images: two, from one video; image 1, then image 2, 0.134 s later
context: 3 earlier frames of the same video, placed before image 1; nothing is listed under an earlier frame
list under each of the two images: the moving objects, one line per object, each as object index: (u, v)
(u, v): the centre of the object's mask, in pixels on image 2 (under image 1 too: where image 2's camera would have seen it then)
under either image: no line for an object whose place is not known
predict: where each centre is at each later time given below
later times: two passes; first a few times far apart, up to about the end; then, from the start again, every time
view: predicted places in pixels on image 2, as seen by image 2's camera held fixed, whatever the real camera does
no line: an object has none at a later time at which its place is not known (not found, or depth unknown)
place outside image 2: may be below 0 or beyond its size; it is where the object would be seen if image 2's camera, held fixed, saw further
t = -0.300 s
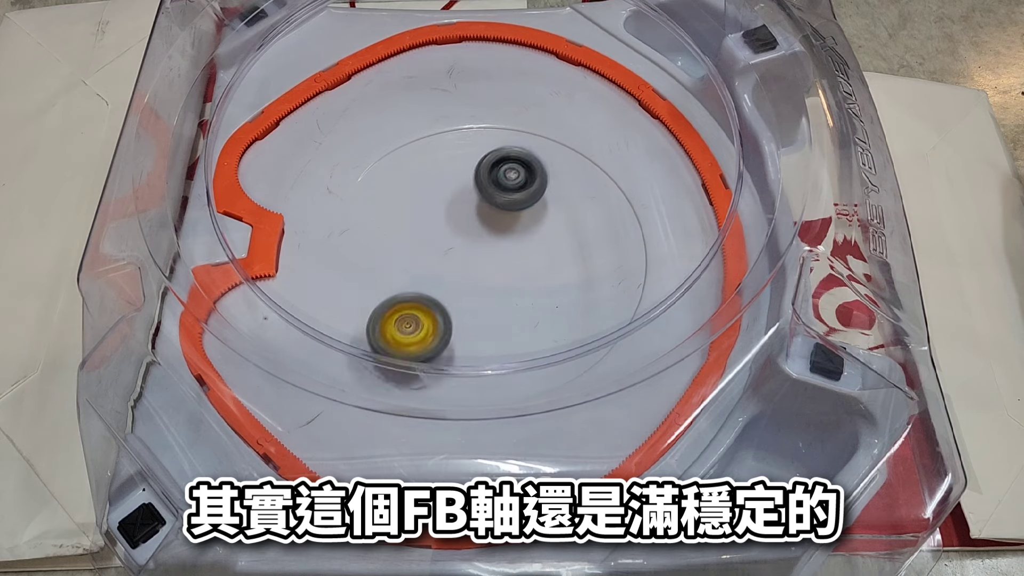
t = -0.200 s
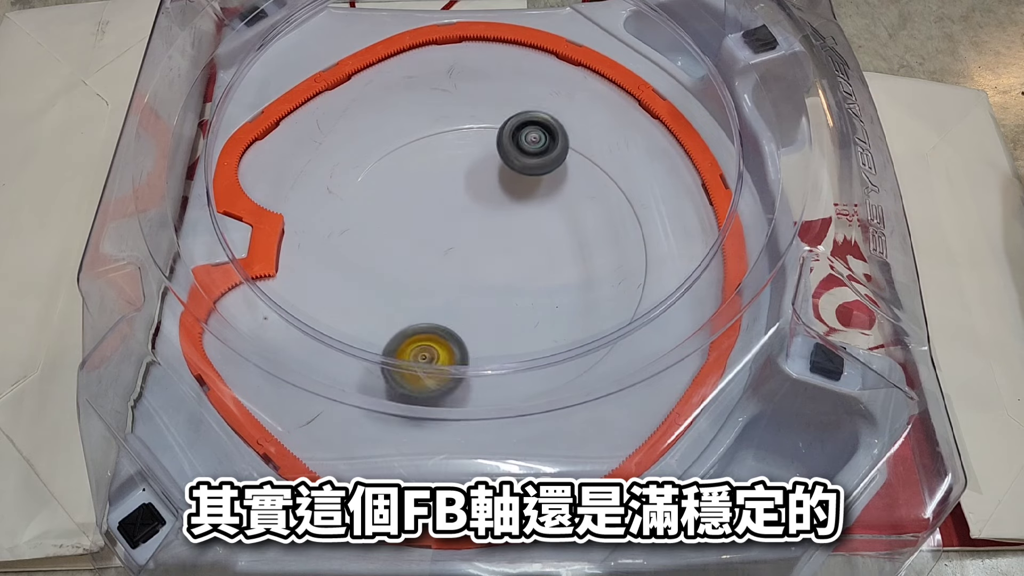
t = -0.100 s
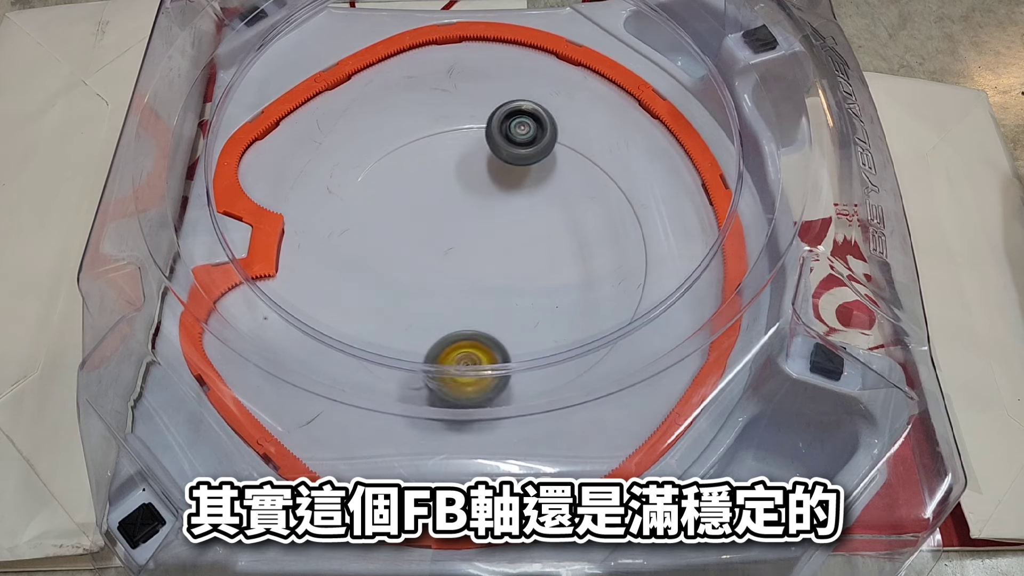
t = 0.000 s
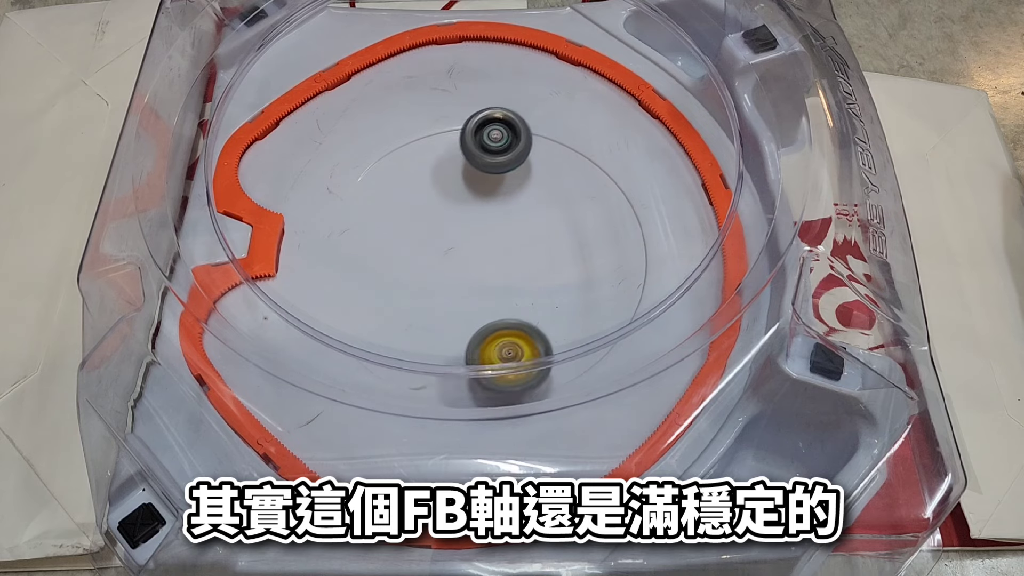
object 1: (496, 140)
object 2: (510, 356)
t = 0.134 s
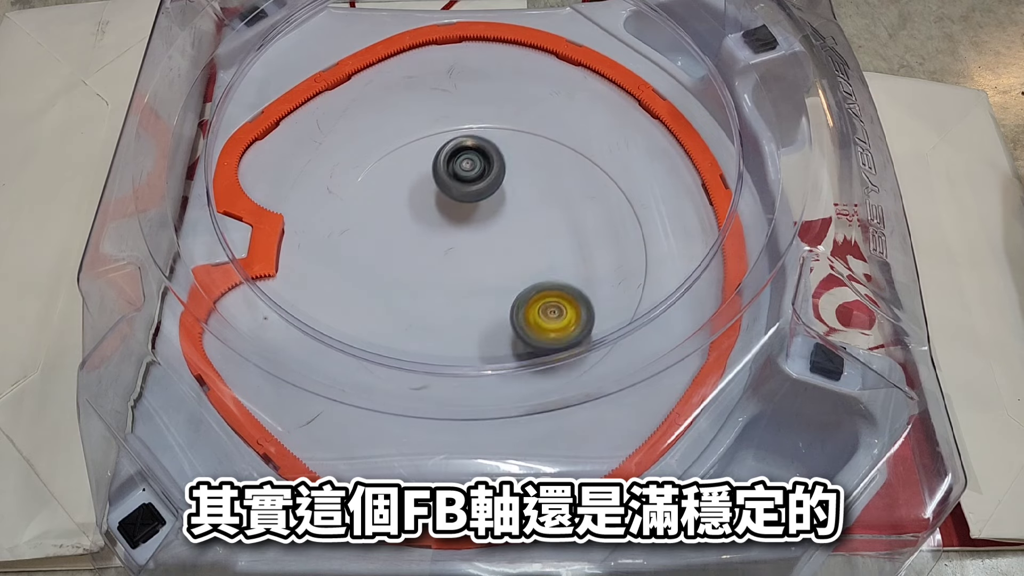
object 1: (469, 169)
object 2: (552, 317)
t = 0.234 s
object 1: (464, 196)
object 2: (558, 278)
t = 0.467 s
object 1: (230, 45)
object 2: (682, 316)
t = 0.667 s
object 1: (344, 245)
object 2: (515, 296)
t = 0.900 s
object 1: (422, 364)
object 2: (552, 202)
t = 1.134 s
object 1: (480, 342)
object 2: (480, 158)
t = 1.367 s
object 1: (504, 303)
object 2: (414, 179)
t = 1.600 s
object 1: (491, 250)
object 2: (415, 234)
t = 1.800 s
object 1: (525, 228)
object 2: (399, 251)
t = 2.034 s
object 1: (497, 200)
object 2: (440, 272)
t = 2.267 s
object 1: (488, 193)
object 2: (475, 278)
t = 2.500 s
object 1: (494, 144)
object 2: (501, 328)
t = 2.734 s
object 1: (468, 122)
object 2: (550, 351)
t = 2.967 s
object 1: (455, 181)
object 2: (578, 316)
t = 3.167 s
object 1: (484, 223)
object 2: (569, 280)
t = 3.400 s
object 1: (446, 211)
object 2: (556, 269)
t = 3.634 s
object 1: (432, 251)
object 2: (516, 254)
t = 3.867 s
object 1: (350, 262)
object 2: (517, 249)
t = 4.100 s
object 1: (331, 265)
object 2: (483, 239)
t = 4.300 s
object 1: (350, 259)
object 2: (452, 243)
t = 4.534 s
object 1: (359, 245)
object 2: (487, 243)
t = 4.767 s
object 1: (346, 245)
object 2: (554, 216)
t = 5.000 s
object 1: (342, 347)
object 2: (660, 148)
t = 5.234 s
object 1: (438, 352)
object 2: (568, 112)
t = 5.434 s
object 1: (524, 323)
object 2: (555, 131)
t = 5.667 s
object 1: (581, 273)
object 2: (508, 186)
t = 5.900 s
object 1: (588, 232)
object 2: (484, 256)
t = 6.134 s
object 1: (556, 218)
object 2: (494, 303)
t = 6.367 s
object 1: (513, 219)
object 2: (507, 328)
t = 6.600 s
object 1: (467, 226)
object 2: (499, 326)
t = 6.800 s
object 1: (437, 233)
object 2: (479, 306)
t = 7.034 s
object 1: (427, 225)
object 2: (451, 290)
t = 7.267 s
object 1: (431, 183)
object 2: (437, 282)
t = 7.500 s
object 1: (440, 187)
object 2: (428, 254)
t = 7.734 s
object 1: (482, 166)
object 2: (425, 263)
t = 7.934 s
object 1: (505, 184)
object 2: (444, 246)
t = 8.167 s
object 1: (535, 219)
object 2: (440, 234)
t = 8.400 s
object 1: (521, 253)
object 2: (445, 229)
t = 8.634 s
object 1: (500, 276)
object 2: (439, 230)
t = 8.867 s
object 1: (473, 286)
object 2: (437, 217)
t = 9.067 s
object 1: (459, 327)
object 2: (436, 157)
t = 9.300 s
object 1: (471, 308)
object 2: (416, 146)
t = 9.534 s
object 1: (489, 267)
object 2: (430, 179)
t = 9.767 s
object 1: (536, 290)
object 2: (466, 183)
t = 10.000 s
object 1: (559, 287)
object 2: (508, 208)
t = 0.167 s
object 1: (466, 177)
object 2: (557, 304)
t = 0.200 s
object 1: (464, 187)
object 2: (559, 291)
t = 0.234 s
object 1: (464, 196)
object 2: (558, 278)
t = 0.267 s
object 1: (467, 204)
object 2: (555, 265)
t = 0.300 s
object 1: (471, 212)
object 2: (550, 253)
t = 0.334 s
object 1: (458, 203)
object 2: (564, 255)
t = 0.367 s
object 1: (392, 156)
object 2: (634, 285)
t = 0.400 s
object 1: (335, 109)
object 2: (695, 307)
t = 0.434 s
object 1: (283, 68)
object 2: (720, 320)
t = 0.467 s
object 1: (230, 45)
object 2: (682, 316)
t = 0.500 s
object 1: (240, 85)
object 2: (646, 324)
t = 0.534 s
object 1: (255, 122)
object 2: (616, 326)
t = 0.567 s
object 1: (268, 159)
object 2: (587, 311)
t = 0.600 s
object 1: (282, 190)
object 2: (561, 314)
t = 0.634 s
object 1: (313, 218)
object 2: (536, 307)
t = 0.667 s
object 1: (344, 245)
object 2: (515, 296)
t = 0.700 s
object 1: (379, 273)
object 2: (497, 284)
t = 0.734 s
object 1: (406, 296)
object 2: (491, 272)
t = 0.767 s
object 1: (402, 320)
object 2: (516, 254)
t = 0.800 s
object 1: (405, 332)
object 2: (534, 238)
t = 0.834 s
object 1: (408, 347)
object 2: (546, 225)
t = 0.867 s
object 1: (413, 361)
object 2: (552, 213)
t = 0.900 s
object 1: (422, 364)
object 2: (552, 202)
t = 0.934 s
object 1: (432, 365)
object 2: (547, 192)
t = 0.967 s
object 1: (444, 365)
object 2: (539, 183)
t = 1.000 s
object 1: (454, 361)
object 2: (528, 175)
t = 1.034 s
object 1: (460, 361)
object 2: (517, 169)
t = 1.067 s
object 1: (468, 355)
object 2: (505, 163)
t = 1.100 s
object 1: (474, 353)
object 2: (492, 160)
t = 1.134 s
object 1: (480, 342)
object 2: (480, 158)
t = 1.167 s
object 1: (485, 339)
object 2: (468, 158)
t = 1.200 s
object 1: (490, 336)
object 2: (457, 158)
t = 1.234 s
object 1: (494, 332)
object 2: (446, 160)
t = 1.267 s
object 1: (498, 327)
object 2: (436, 163)
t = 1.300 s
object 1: (501, 319)
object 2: (428, 167)
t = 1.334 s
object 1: (503, 311)
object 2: (420, 173)
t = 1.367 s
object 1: (504, 303)
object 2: (414, 179)
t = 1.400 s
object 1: (504, 295)
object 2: (410, 187)
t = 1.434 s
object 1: (503, 286)
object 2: (407, 194)
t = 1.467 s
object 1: (502, 278)
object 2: (406, 202)
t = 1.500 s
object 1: (499, 271)
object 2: (406, 211)
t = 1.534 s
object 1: (497, 264)
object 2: (408, 219)
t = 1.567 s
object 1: (494, 257)
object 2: (411, 227)
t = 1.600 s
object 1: (491, 250)
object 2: (415, 234)
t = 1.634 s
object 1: (492, 246)
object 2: (414, 238)
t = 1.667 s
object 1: (505, 245)
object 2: (403, 238)
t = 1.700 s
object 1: (515, 242)
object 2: (398, 240)
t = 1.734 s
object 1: (522, 238)
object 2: (396, 243)
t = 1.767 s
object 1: (525, 233)
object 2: (397, 247)
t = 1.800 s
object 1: (525, 228)
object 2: (399, 251)
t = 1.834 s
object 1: (522, 221)
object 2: (403, 256)
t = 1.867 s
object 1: (518, 214)
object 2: (408, 260)
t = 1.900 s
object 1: (514, 209)
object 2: (414, 265)
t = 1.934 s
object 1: (510, 205)
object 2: (421, 268)
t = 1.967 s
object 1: (506, 202)
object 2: (427, 270)
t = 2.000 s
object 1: (501, 200)
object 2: (433, 272)
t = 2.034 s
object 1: (497, 200)
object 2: (440, 272)
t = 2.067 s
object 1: (493, 200)
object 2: (446, 272)
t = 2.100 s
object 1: (489, 201)
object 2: (453, 272)
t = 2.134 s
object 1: (486, 203)
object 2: (459, 271)
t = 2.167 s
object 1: (484, 204)
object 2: (465, 270)
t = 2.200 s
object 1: (486, 197)
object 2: (467, 276)
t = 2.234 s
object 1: (487, 194)
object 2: (470, 279)
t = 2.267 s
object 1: (488, 193)
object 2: (475, 278)
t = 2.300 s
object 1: (489, 193)
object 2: (481, 277)
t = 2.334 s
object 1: (489, 195)
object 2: (486, 276)
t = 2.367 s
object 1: (489, 198)
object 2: (491, 274)
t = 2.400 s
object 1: (489, 200)
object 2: (496, 271)
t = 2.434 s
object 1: (489, 201)
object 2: (499, 273)
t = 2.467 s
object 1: (491, 171)
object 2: (500, 304)
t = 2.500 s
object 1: (494, 144)
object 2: (501, 328)
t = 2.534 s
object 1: (494, 124)
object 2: (503, 338)
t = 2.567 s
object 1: (494, 111)
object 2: (509, 360)
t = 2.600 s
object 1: (491, 104)
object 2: (515, 366)
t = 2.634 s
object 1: (486, 108)
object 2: (524, 368)
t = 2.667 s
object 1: (480, 111)
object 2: (533, 365)
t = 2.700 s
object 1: (474, 116)
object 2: (542, 357)
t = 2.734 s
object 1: (468, 122)
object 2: (550, 351)
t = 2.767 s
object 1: (464, 129)
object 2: (556, 345)
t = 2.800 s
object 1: (459, 136)
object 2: (562, 340)
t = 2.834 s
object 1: (457, 145)
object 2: (567, 335)
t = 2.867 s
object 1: (454, 154)
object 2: (568, 326)
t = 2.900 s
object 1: (453, 163)
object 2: (572, 323)
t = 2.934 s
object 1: (454, 172)
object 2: (575, 320)
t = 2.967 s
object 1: (455, 181)
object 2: (578, 316)
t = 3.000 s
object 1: (459, 189)
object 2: (580, 311)
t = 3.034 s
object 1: (463, 197)
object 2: (581, 305)
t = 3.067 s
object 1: (467, 205)
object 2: (580, 299)
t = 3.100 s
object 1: (472, 212)
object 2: (578, 293)
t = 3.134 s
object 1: (478, 218)
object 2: (574, 286)
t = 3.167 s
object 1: (484, 223)
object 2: (569, 280)
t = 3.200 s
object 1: (489, 228)
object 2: (562, 273)
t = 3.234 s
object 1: (490, 229)
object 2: (559, 269)
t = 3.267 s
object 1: (477, 220)
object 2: (567, 274)
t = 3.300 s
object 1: (466, 213)
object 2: (569, 276)
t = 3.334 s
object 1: (458, 209)
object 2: (565, 275)
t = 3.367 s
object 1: (451, 208)
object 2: (561, 273)
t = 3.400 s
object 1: (446, 211)
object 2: (556, 269)
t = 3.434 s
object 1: (443, 216)
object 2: (550, 266)
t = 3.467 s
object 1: (442, 224)
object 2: (544, 262)
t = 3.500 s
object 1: (442, 231)
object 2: (537, 259)
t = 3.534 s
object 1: (442, 238)
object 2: (531, 256)
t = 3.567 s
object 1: (443, 245)
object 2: (523, 254)
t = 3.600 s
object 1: (437, 248)
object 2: (520, 254)
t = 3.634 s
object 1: (432, 251)
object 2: (516, 254)
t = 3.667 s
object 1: (429, 254)
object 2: (510, 254)
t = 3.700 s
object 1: (414, 254)
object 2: (515, 254)
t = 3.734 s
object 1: (391, 254)
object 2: (525, 254)
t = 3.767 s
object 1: (374, 255)
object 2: (528, 254)
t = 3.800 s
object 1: (362, 256)
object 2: (526, 253)
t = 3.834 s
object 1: (355, 259)
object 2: (522, 252)
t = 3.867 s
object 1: (350, 262)
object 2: (517, 249)
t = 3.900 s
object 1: (344, 265)
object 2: (513, 247)
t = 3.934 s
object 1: (340, 267)
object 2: (509, 245)
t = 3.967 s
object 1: (336, 268)
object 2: (504, 243)
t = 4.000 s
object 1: (333, 267)
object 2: (499, 241)
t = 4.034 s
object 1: (331, 267)
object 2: (494, 240)
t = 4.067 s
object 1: (331, 266)
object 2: (488, 239)
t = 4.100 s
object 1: (331, 265)
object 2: (483, 239)
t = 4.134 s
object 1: (332, 264)
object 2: (477, 238)
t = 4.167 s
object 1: (334, 264)
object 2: (471, 239)
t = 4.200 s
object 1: (337, 263)
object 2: (466, 240)
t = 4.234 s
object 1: (340, 262)
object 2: (461, 240)
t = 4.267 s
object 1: (345, 260)
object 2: (456, 242)
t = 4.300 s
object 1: (350, 259)
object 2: (452, 243)
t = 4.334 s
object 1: (357, 257)
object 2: (449, 245)
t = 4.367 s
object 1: (365, 256)
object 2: (446, 247)
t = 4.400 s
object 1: (355, 253)
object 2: (462, 247)
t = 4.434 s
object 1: (349, 251)
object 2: (476, 247)
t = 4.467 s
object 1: (349, 248)
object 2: (483, 247)
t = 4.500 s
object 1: (354, 246)
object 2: (486, 245)
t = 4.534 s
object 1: (359, 245)
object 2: (487, 243)
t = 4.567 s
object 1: (366, 245)
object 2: (487, 240)
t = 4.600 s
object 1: (373, 245)
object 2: (487, 238)
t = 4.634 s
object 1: (381, 245)
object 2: (487, 235)
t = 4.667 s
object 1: (390, 245)
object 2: (487, 233)
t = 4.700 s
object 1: (400, 244)
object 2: (486, 230)
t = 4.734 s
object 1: (395, 244)
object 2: (498, 226)
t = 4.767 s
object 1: (346, 245)
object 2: (554, 216)
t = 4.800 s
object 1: (304, 246)
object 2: (601, 204)
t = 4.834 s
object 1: (276, 249)
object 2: (641, 192)
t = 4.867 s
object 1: (292, 275)
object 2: (667, 179)
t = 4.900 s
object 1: (304, 301)
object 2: (690, 177)
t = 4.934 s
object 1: (317, 322)
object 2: (701, 171)
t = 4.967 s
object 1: (329, 338)
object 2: (688, 160)
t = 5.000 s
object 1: (342, 347)
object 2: (660, 148)
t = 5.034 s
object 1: (354, 353)
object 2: (635, 137)
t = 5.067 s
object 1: (363, 355)
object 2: (613, 128)
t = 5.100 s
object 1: (374, 356)
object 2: (596, 121)
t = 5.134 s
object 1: (389, 358)
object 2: (583, 116)
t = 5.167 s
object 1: (405, 357)
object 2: (573, 112)
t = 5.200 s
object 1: (422, 355)
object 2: (569, 111)
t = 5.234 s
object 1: (438, 352)
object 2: (568, 112)
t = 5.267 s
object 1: (454, 341)
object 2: (569, 114)
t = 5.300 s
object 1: (469, 339)
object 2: (570, 116)
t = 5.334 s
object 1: (484, 336)
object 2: (570, 119)
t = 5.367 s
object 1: (499, 333)
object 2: (569, 122)
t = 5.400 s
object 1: (512, 328)
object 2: (563, 126)
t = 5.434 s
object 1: (524, 323)
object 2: (555, 131)
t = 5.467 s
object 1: (536, 316)
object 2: (548, 137)
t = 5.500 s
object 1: (546, 308)
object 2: (540, 144)
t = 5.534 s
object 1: (555, 301)
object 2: (533, 150)
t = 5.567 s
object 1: (563, 294)
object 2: (527, 159)
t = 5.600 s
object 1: (569, 287)
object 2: (520, 167)
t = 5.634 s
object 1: (576, 279)
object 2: (514, 177)
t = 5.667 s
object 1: (581, 273)
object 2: (508, 186)
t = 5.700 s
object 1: (584, 266)
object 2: (503, 196)
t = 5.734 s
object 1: (588, 259)
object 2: (499, 207)
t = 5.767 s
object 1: (590, 253)
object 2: (494, 217)
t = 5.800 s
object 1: (591, 247)
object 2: (491, 228)
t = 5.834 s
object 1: (591, 241)
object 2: (488, 238)
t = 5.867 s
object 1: (590, 237)
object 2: (486, 248)
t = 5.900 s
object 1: (588, 232)
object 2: (484, 256)
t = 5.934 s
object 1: (586, 229)
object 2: (484, 264)
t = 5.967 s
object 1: (582, 226)
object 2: (485, 271)
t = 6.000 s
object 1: (578, 223)
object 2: (487, 278)
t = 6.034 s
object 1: (573, 221)
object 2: (488, 286)
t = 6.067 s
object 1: (567, 220)
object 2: (490, 292)
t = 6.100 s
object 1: (561, 218)
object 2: (492, 298)
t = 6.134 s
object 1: (556, 218)
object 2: (494, 303)
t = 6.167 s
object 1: (550, 217)
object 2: (496, 309)
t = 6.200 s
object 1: (544, 217)
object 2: (498, 313)
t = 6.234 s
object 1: (538, 217)
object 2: (501, 317)
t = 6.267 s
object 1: (532, 217)
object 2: (503, 321)
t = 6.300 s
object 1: (526, 218)
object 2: (505, 324)
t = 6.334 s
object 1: (519, 218)
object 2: (506, 326)
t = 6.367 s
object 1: (513, 219)
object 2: (507, 328)
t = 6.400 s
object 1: (507, 219)
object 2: (508, 328)
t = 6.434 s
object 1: (501, 220)
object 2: (508, 329)
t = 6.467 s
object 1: (494, 221)
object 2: (507, 329)
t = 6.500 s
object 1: (488, 223)
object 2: (506, 329)
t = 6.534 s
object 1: (480, 224)
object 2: (504, 329)
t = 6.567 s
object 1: (474, 225)
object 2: (502, 328)
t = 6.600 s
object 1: (467, 226)
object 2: (499, 326)
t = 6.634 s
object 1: (461, 228)
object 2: (497, 324)
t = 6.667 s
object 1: (456, 229)
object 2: (493, 321)
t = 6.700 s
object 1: (450, 230)
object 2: (490, 318)
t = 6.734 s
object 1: (445, 231)
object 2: (486, 314)
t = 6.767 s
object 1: (441, 232)
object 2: (483, 309)
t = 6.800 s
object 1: (437, 233)
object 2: (479, 306)
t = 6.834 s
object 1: (434, 234)
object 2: (475, 302)
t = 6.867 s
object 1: (432, 235)
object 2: (470, 298)
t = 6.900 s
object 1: (430, 235)
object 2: (466, 295)
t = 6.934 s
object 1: (428, 233)
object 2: (463, 294)
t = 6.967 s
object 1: (427, 229)
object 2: (458, 294)
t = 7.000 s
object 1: (427, 227)
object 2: (454, 293)
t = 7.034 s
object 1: (427, 225)
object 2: (451, 290)
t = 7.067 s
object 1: (428, 223)
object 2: (448, 288)
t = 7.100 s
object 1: (428, 212)
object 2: (446, 293)
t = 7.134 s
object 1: (429, 201)
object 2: (444, 295)
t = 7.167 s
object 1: (430, 192)
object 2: (441, 292)
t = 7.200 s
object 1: (430, 187)
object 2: (440, 289)
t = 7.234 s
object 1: (431, 184)
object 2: (438, 286)
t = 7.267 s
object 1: (431, 183)
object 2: (437, 282)
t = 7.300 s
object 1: (431, 183)
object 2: (436, 278)
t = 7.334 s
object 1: (431, 183)
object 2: (434, 274)
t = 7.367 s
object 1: (431, 183)
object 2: (433, 270)
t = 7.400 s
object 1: (433, 184)
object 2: (432, 267)
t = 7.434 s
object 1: (435, 185)
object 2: (431, 262)
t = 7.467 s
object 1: (437, 186)
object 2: (430, 258)
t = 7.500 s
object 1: (440, 187)
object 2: (428, 254)
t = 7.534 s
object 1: (447, 180)
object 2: (424, 259)
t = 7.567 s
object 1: (455, 170)
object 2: (419, 266)
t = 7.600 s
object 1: (463, 165)
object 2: (416, 268)
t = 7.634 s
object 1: (470, 164)
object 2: (416, 268)
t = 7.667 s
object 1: (475, 164)
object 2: (418, 266)
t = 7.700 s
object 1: (479, 165)
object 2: (422, 265)
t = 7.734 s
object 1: (482, 166)
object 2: (425, 263)
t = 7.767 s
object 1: (486, 168)
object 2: (429, 262)
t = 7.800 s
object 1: (490, 170)
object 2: (432, 259)
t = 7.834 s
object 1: (493, 172)
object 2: (435, 256)
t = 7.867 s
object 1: (498, 175)
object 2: (438, 253)
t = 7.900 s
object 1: (502, 179)
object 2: (441, 250)
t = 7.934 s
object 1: (505, 184)
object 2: (444, 246)
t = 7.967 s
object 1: (508, 188)
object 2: (446, 243)
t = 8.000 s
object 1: (510, 194)
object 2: (448, 239)
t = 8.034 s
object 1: (516, 198)
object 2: (446, 238)
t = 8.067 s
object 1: (524, 200)
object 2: (442, 237)
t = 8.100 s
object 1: (530, 205)
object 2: (440, 235)
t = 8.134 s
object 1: (534, 212)
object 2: (440, 234)
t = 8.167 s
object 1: (535, 219)
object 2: (440, 234)
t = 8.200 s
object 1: (535, 224)
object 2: (440, 234)
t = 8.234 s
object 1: (534, 230)
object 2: (440, 233)
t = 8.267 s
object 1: (532, 236)
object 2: (441, 232)
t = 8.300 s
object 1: (529, 241)
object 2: (442, 232)
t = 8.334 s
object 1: (526, 244)
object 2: (444, 231)
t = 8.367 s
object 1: (522, 248)
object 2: (445, 230)
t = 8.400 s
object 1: (521, 253)
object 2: (445, 229)
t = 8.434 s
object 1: (523, 259)
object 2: (442, 227)
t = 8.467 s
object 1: (522, 264)
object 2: (440, 226)
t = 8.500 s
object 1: (519, 268)
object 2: (439, 226)
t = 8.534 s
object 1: (515, 272)
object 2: (437, 227)
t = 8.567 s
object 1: (510, 274)
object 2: (437, 227)
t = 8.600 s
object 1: (505, 275)
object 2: (438, 228)
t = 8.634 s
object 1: (500, 276)
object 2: (439, 230)
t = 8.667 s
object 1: (495, 277)
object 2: (440, 231)
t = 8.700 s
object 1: (495, 283)
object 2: (438, 225)
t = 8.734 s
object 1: (493, 288)
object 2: (438, 221)
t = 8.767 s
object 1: (489, 290)
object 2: (438, 220)
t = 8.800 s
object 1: (484, 289)
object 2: (437, 219)
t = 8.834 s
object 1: (478, 288)
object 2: (437, 218)
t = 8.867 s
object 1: (473, 286)
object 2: (437, 217)
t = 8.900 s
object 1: (468, 283)
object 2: (437, 216)
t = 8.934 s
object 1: (463, 279)
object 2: (438, 215)
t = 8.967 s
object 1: (460, 286)
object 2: (438, 206)
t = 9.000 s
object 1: (460, 304)
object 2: (437, 184)
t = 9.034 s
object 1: (460, 319)
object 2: (437, 167)
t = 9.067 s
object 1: (459, 327)
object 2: (436, 157)
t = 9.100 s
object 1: (460, 331)
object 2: (434, 153)
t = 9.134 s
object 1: (460, 330)
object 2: (431, 151)
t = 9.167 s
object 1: (461, 328)
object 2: (427, 148)
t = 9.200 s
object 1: (463, 324)
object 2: (424, 147)
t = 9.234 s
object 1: (465, 319)
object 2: (422, 146)
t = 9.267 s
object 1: (468, 314)
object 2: (419, 146)
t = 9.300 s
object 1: (471, 308)
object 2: (416, 146)
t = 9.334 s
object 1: (474, 303)
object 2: (413, 148)
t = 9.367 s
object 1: (476, 297)
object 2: (412, 150)
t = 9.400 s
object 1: (479, 292)
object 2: (412, 155)
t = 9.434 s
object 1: (481, 285)
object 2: (415, 160)
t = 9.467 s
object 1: (484, 279)
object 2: (419, 165)
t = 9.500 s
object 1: (486, 273)
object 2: (424, 172)
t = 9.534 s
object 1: (489, 267)
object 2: (430, 179)
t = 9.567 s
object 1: (492, 261)
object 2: (438, 186)
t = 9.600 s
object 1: (494, 256)
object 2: (445, 192)
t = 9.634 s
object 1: (497, 251)
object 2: (453, 197)
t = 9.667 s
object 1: (506, 258)
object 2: (455, 190)
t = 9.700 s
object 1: (517, 273)
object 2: (456, 183)
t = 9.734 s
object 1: (527, 284)
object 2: (460, 181)
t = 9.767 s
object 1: (536, 290)
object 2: (466, 183)
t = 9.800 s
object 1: (542, 293)
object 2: (471, 186)
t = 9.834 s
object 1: (547, 293)
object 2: (477, 190)
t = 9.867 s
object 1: (551, 292)
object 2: (484, 193)
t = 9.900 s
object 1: (554, 291)
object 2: (490, 197)
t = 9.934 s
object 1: (556, 289)
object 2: (496, 201)
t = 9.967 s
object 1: (558, 288)
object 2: (502, 204)
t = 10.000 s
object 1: (559, 287)
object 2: (508, 208)
